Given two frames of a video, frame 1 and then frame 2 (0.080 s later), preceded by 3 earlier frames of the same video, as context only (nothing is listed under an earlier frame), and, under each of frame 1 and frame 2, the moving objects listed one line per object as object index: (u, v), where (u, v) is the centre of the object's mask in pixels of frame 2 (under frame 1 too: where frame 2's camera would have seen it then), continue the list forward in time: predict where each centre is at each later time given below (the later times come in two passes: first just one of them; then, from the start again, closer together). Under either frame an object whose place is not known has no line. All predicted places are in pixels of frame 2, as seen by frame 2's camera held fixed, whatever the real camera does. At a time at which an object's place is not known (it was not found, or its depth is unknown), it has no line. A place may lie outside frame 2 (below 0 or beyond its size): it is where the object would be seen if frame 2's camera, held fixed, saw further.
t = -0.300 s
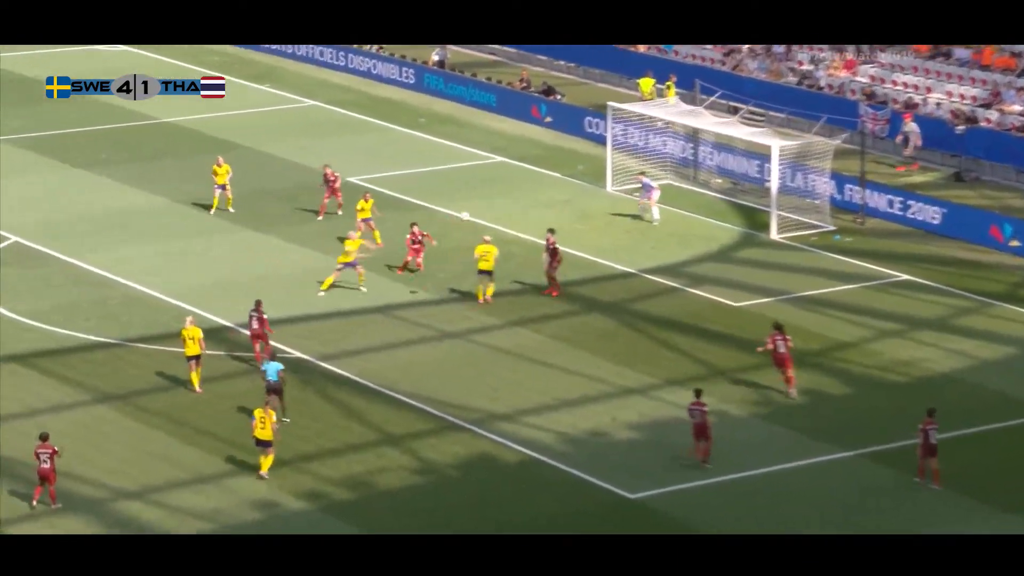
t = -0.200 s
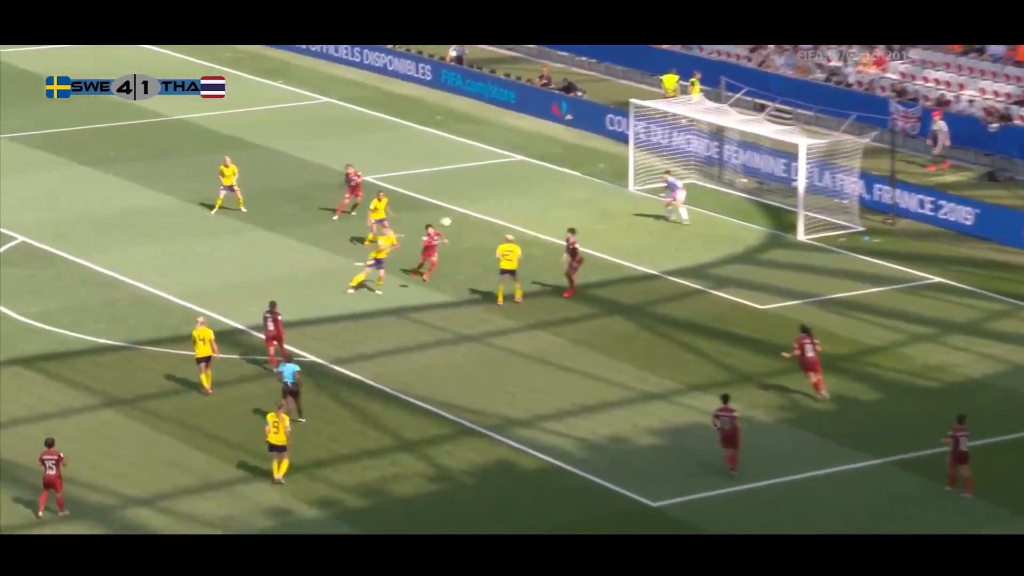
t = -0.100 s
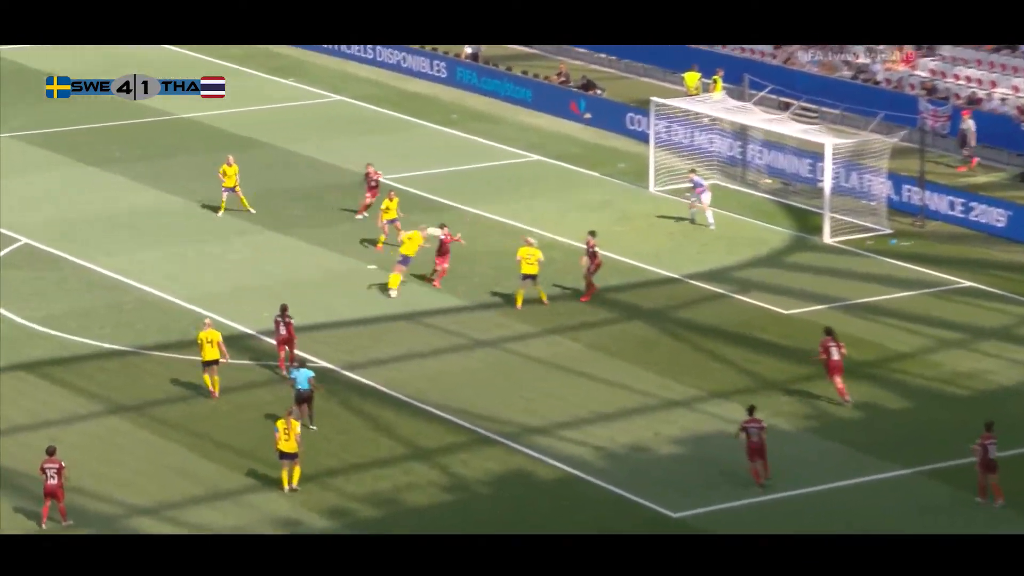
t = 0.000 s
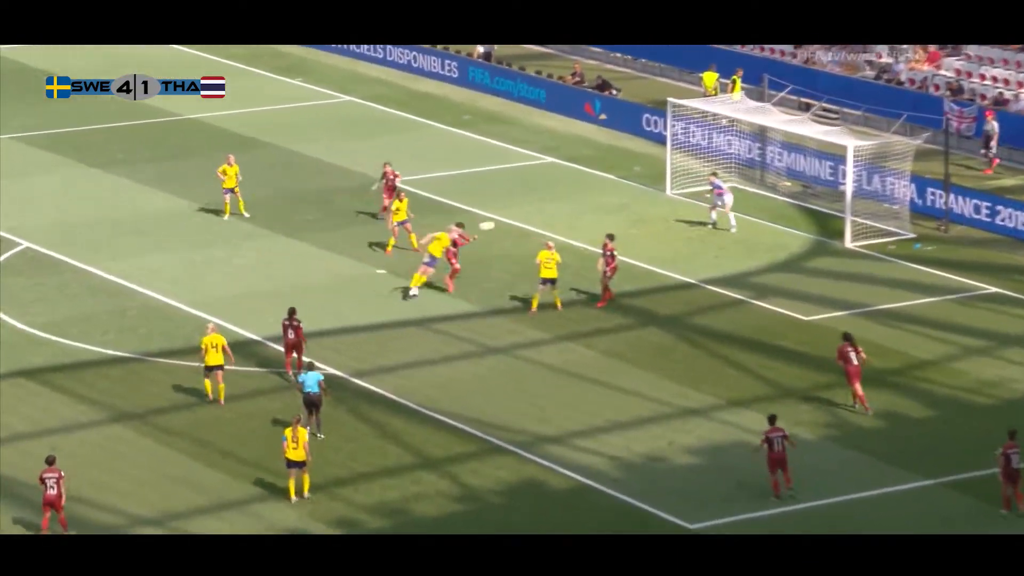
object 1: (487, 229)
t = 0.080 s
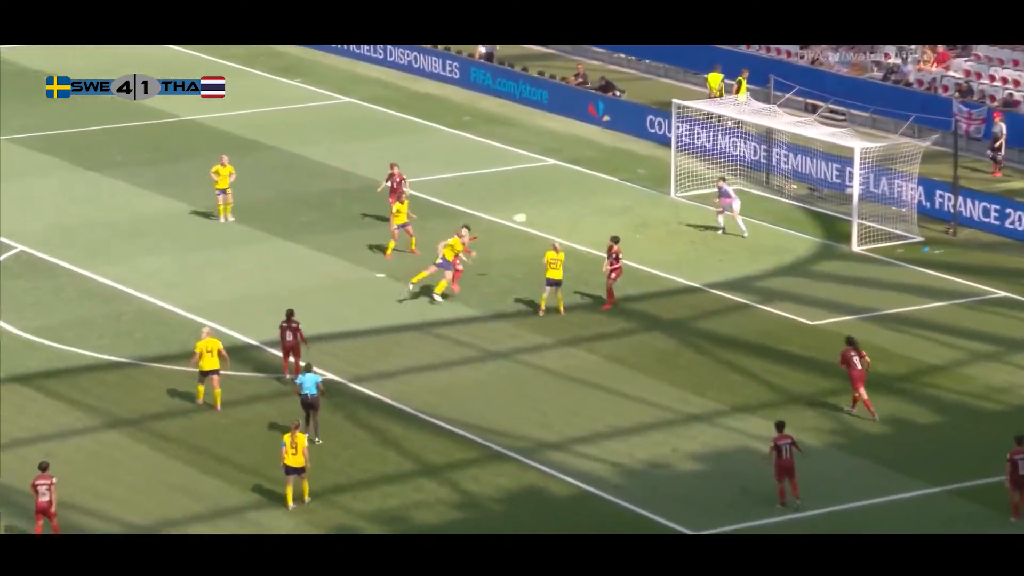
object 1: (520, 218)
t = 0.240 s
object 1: (579, 205)
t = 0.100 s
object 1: (528, 216)
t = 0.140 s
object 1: (542, 212)
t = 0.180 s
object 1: (558, 209)
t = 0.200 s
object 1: (565, 208)
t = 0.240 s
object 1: (579, 205)
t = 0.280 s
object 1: (593, 204)
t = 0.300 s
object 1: (600, 203)
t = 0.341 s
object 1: (613, 203)
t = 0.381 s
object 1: (626, 204)
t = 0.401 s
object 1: (633, 204)
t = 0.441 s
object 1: (645, 206)
